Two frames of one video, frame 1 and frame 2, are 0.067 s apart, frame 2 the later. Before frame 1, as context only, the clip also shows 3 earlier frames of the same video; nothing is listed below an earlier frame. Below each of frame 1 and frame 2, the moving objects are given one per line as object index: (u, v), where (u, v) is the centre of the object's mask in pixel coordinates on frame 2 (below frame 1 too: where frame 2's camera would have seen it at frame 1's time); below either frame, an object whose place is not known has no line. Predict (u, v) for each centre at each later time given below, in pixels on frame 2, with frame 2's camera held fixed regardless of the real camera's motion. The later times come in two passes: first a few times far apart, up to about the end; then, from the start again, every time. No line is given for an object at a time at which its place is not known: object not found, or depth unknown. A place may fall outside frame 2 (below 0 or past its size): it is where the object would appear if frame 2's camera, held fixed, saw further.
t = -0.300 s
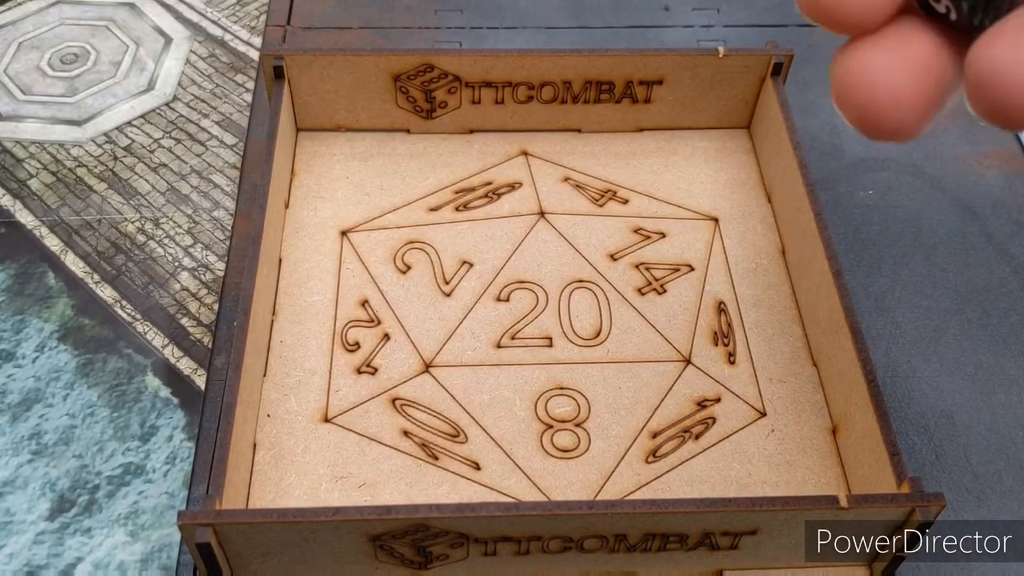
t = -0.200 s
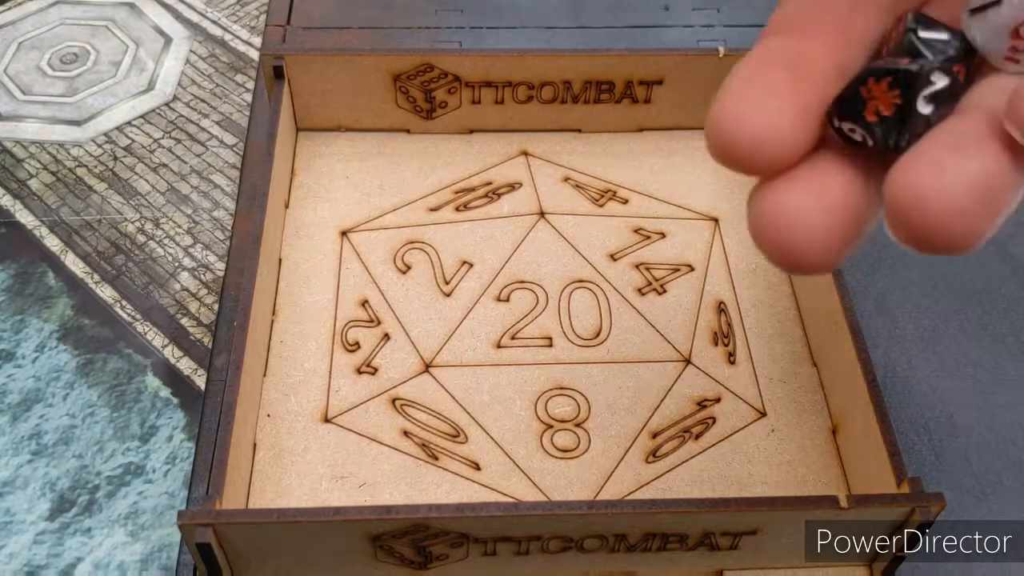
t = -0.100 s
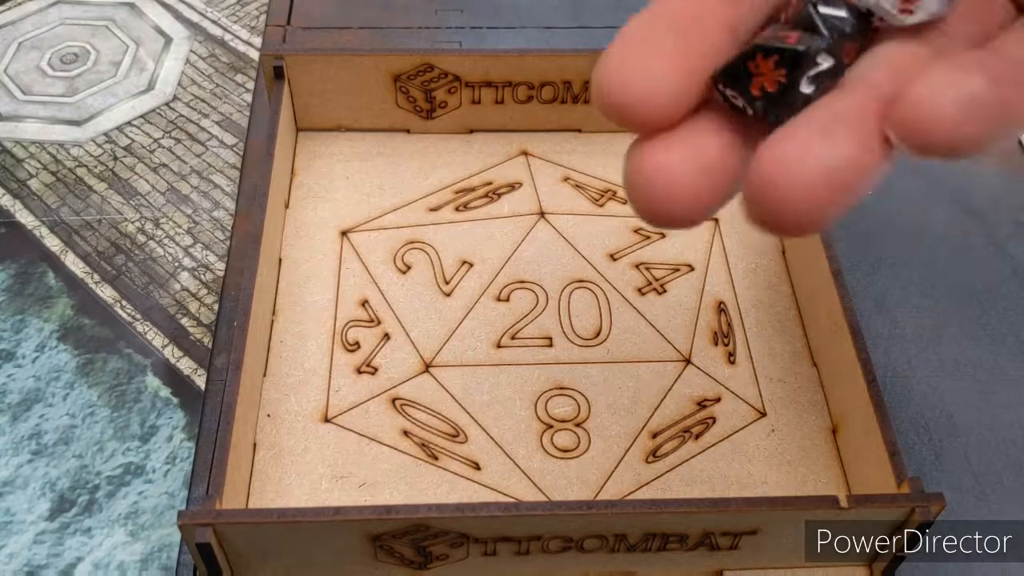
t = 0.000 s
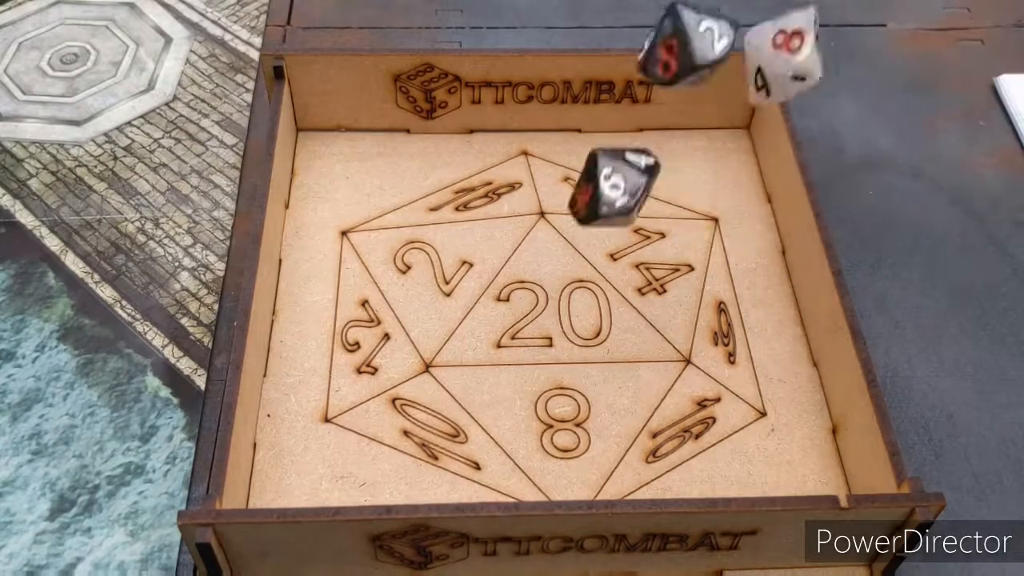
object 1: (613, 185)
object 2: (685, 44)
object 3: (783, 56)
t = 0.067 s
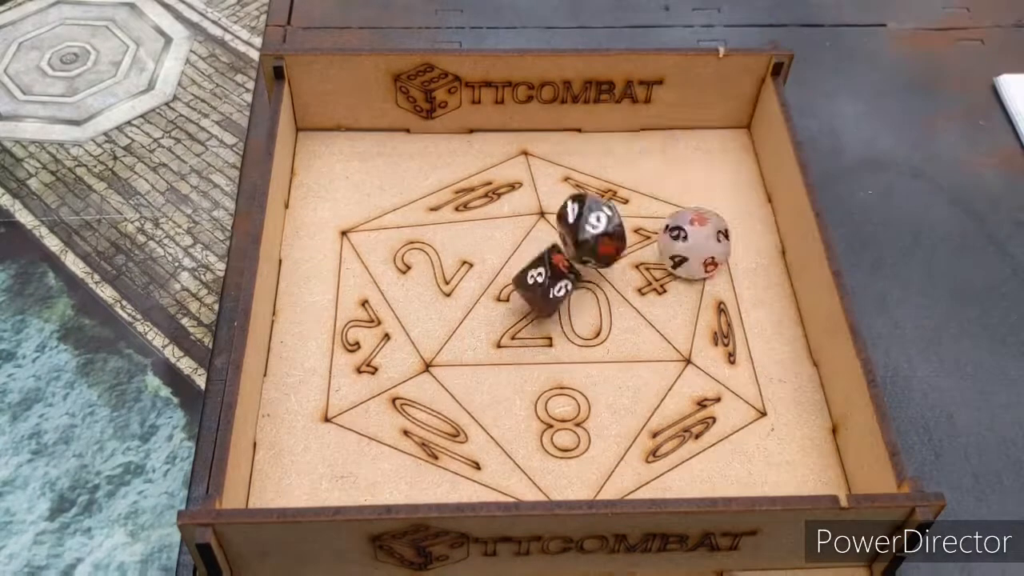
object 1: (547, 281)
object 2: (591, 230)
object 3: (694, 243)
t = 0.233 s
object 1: (316, 267)
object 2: (733, 145)
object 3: (713, 246)
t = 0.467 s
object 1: (338, 266)
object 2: (726, 161)
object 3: (713, 246)
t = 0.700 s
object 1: (338, 266)
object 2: (726, 161)
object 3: (713, 246)
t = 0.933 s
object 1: (338, 266)
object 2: (726, 161)
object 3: (713, 246)
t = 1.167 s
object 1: (338, 266)
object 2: (726, 161)
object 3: (713, 246)
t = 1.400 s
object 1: (338, 266)
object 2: (726, 161)
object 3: (713, 246)
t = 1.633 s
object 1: (338, 266)
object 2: (726, 161)
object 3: (713, 246)
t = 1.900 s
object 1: (338, 266)
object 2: (726, 161)
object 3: (713, 246)
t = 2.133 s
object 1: (338, 266)
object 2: (726, 161)
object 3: (713, 246)
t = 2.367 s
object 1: (338, 266)
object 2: (726, 161)
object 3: (713, 246)
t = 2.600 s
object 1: (338, 266)
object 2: (726, 161)
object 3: (714, 246)
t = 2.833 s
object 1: (338, 266)
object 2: (726, 161)
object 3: (713, 246)
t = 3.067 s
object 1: (338, 266)
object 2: (726, 161)
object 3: (713, 246)
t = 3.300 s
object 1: (338, 266)
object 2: (726, 161)
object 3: (713, 246)
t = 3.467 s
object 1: (338, 266)
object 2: (726, 161)
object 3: (713, 246)
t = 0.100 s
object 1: (486, 278)
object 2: (626, 196)
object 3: (705, 238)
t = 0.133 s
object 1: (432, 278)
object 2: (661, 154)
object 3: (710, 245)
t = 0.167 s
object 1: (388, 272)
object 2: (693, 130)
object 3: (713, 246)
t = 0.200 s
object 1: (347, 270)
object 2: (733, 133)
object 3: (713, 246)
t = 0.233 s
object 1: (316, 267)
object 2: (733, 145)
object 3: (713, 246)
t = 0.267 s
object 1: (306, 270)
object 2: (729, 153)
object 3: (713, 246)
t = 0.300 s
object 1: (319, 266)
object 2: (727, 158)
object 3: (713, 246)
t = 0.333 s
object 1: (330, 265)
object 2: (726, 161)
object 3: (713, 246)
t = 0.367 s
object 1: (335, 262)
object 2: (726, 161)
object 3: (713, 246)
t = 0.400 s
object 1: (338, 263)
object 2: (726, 161)
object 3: (713, 246)
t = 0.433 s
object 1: (339, 264)
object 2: (726, 161)
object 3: (713, 246)
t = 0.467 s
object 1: (338, 266)
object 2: (726, 161)
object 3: (713, 246)
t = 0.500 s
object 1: (338, 266)
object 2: (726, 161)
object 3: (713, 246)
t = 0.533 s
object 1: (338, 266)
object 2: (726, 161)
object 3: (713, 246)
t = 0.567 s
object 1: (338, 266)
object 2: (726, 161)
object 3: (713, 246)
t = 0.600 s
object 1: (338, 266)
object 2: (726, 161)
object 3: (713, 246)
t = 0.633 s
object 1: (338, 266)
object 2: (726, 161)
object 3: (713, 246)
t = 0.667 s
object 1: (338, 266)
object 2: (726, 161)
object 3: (713, 246)
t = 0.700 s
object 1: (338, 266)
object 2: (726, 161)
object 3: (713, 246)
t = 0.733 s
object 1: (338, 266)
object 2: (726, 161)
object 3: (713, 246)
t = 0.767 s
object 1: (338, 266)
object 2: (726, 161)
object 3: (713, 246)
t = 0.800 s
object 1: (338, 266)
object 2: (726, 161)
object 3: (713, 246)
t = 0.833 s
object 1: (338, 266)
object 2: (726, 161)
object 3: (713, 246)
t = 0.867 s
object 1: (338, 266)
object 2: (726, 161)
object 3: (713, 246)
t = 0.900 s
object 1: (338, 266)
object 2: (726, 161)
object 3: (713, 246)
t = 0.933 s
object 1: (338, 266)
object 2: (726, 161)
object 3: (713, 246)
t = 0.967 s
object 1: (338, 266)
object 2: (726, 161)
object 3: (713, 246)
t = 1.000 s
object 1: (338, 265)
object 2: (726, 161)
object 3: (713, 246)
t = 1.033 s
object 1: (338, 265)
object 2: (726, 161)
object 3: (713, 246)
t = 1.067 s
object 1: (338, 266)
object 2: (726, 161)
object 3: (713, 246)
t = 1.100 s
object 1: (338, 266)
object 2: (726, 161)
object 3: (713, 246)
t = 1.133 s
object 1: (338, 266)
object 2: (726, 161)
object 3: (713, 246)
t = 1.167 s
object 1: (338, 266)
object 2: (726, 161)
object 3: (713, 246)
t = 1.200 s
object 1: (338, 266)
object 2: (726, 161)
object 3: (713, 246)
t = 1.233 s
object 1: (338, 266)
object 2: (726, 161)
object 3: (713, 246)
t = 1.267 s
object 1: (338, 266)
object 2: (726, 161)
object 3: (713, 246)
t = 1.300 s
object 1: (338, 266)
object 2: (726, 161)
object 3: (713, 246)
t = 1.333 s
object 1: (338, 266)
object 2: (726, 161)
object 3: (713, 246)
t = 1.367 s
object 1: (338, 266)
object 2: (726, 161)
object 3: (713, 246)
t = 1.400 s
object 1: (338, 266)
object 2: (726, 161)
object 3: (713, 246)
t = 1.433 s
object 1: (338, 266)
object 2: (726, 161)
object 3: (713, 246)
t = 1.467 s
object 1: (338, 266)
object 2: (726, 161)
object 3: (713, 246)
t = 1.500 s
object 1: (338, 266)
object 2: (726, 161)
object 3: (713, 246)
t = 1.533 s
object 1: (338, 266)
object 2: (726, 161)
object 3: (713, 246)
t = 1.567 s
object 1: (338, 266)
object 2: (726, 161)
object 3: (713, 246)
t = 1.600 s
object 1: (338, 266)
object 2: (726, 161)
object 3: (713, 246)
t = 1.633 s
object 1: (338, 266)
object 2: (726, 161)
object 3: (713, 246)
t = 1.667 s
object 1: (338, 266)
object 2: (726, 161)
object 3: (713, 246)
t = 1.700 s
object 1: (338, 266)
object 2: (726, 161)
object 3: (713, 246)
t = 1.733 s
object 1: (338, 266)
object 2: (726, 161)
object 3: (713, 246)
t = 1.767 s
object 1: (338, 266)
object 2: (726, 161)
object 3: (713, 246)
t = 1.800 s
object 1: (338, 266)
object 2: (726, 161)
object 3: (713, 246)
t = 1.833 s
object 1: (338, 266)
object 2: (726, 161)
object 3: (713, 246)
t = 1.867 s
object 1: (338, 266)
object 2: (726, 161)
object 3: (713, 246)
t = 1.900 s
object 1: (338, 266)
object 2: (726, 161)
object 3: (713, 246)
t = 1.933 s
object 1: (338, 266)
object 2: (726, 161)
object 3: (713, 246)
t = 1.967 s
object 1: (338, 266)
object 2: (726, 161)
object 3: (713, 246)
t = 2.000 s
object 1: (338, 266)
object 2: (726, 161)
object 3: (713, 246)
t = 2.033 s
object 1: (338, 266)
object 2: (726, 161)
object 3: (713, 246)
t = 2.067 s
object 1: (338, 266)
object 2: (726, 161)
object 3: (714, 246)
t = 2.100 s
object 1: (338, 266)
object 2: (726, 161)
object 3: (714, 246)
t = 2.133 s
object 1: (338, 266)
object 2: (726, 161)
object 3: (713, 246)
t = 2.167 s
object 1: (338, 266)
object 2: (726, 161)
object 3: (713, 246)
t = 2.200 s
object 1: (338, 266)
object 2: (726, 161)
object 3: (713, 246)
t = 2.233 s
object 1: (338, 266)
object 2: (726, 161)
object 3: (713, 246)
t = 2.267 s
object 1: (338, 266)
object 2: (726, 161)
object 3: (713, 246)
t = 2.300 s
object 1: (338, 266)
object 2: (726, 161)
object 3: (713, 246)
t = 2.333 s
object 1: (338, 266)
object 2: (726, 161)
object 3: (713, 246)
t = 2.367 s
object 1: (338, 266)
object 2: (726, 161)
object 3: (713, 246)
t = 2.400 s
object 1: (338, 266)
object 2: (726, 161)
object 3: (713, 246)
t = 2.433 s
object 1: (338, 266)
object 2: (726, 161)
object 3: (713, 246)
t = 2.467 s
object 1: (338, 266)
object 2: (726, 161)
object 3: (714, 246)
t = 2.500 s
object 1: (338, 266)
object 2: (726, 161)
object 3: (714, 246)
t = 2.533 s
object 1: (338, 266)
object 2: (726, 161)
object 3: (713, 246)
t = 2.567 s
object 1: (338, 266)
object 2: (726, 161)
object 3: (713, 246)
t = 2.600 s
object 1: (338, 266)
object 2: (726, 161)
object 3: (714, 246)
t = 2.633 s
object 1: (338, 266)
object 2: (726, 161)
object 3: (713, 246)
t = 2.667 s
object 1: (338, 266)
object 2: (726, 161)
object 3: (714, 246)
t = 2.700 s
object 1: (338, 266)
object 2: (726, 161)
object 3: (713, 246)
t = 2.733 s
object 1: (338, 266)
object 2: (726, 161)
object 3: (714, 246)
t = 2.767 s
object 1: (338, 266)
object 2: (726, 161)
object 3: (713, 246)
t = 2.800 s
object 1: (338, 266)
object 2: (726, 161)
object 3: (714, 246)
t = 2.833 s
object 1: (338, 266)
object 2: (726, 161)
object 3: (713, 246)
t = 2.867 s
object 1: (338, 266)
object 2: (726, 161)
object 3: (713, 246)
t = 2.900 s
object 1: (338, 266)
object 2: (726, 161)
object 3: (713, 246)
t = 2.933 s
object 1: (338, 266)
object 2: (726, 161)
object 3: (713, 246)
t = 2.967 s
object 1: (338, 266)
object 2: (726, 161)
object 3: (714, 246)
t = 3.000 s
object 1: (338, 266)
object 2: (726, 161)
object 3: (713, 246)
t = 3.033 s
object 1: (338, 266)
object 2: (726, 161)
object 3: (713, 246)
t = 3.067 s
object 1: (338, 266)
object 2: (726, 161)
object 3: (713, 246)
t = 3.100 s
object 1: (338, 266)
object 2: (726, 161)
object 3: (713, 246)
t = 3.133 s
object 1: (338, 266)
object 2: (726, 161)
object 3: (713, 246)
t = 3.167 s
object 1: (338, 266)
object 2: (726, 161)
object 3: (713, 246)
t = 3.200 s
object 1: (338, 266)
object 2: (726, 161)
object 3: (713, 246)
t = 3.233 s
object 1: (338, 266)
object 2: (726, 161)
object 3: (713, 246)
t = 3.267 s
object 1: (338, 266)
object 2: (726, 161)
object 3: (713, 246)
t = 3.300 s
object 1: (338, 266)
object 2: (726, 161)
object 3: (713, 246)
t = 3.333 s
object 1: (338, 266)
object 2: (726, 161)
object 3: (713, 246)
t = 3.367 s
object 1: (338, 266)
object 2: (726, 161)
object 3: (714, 246)
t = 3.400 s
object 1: (338, 266)
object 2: (726, 161)
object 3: (713, 246)
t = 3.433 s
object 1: (338, 266)
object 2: (726, 161)
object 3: (713, 246)
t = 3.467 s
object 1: (338, 266)
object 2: (726, 161)
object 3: (713, 246)
